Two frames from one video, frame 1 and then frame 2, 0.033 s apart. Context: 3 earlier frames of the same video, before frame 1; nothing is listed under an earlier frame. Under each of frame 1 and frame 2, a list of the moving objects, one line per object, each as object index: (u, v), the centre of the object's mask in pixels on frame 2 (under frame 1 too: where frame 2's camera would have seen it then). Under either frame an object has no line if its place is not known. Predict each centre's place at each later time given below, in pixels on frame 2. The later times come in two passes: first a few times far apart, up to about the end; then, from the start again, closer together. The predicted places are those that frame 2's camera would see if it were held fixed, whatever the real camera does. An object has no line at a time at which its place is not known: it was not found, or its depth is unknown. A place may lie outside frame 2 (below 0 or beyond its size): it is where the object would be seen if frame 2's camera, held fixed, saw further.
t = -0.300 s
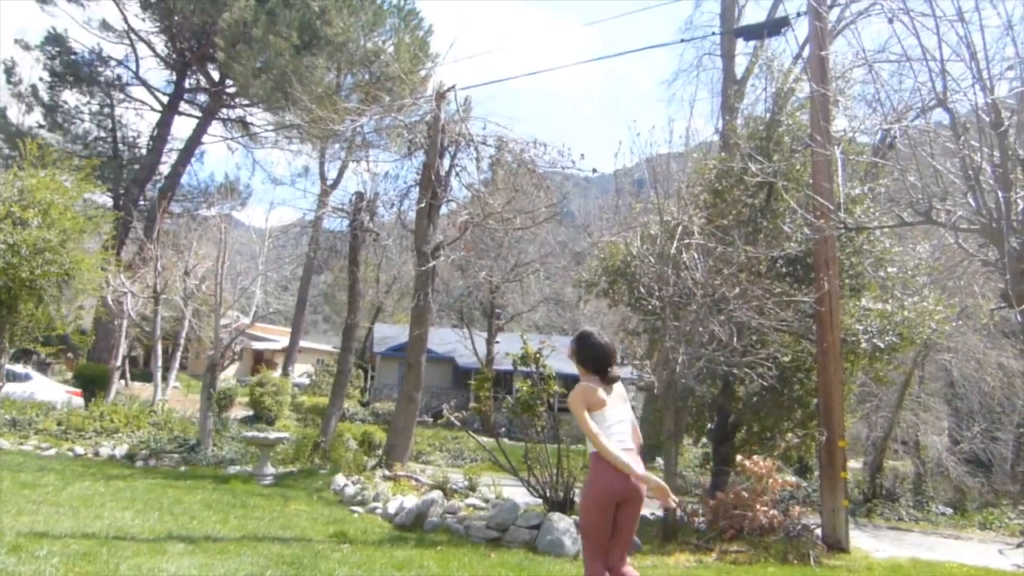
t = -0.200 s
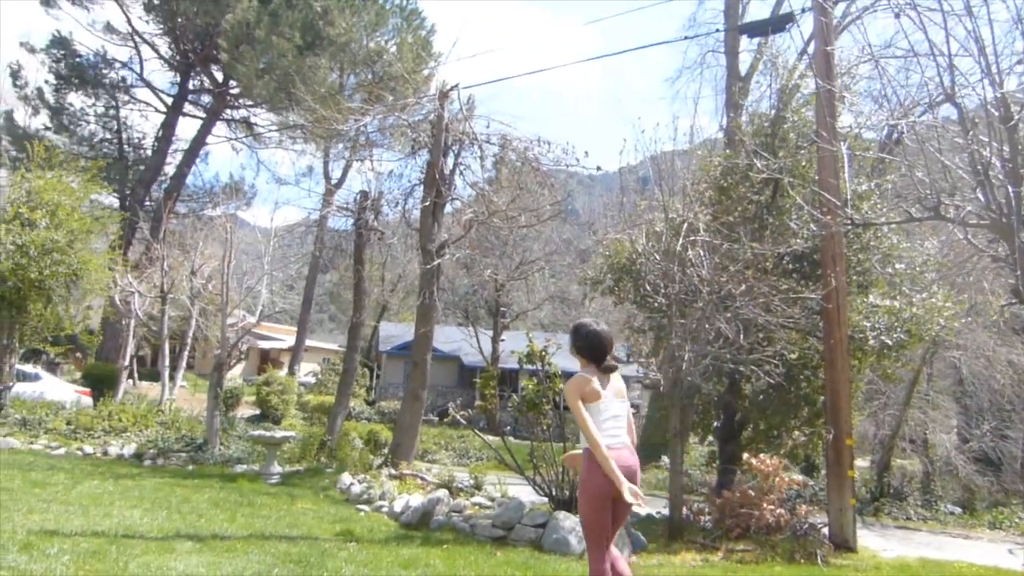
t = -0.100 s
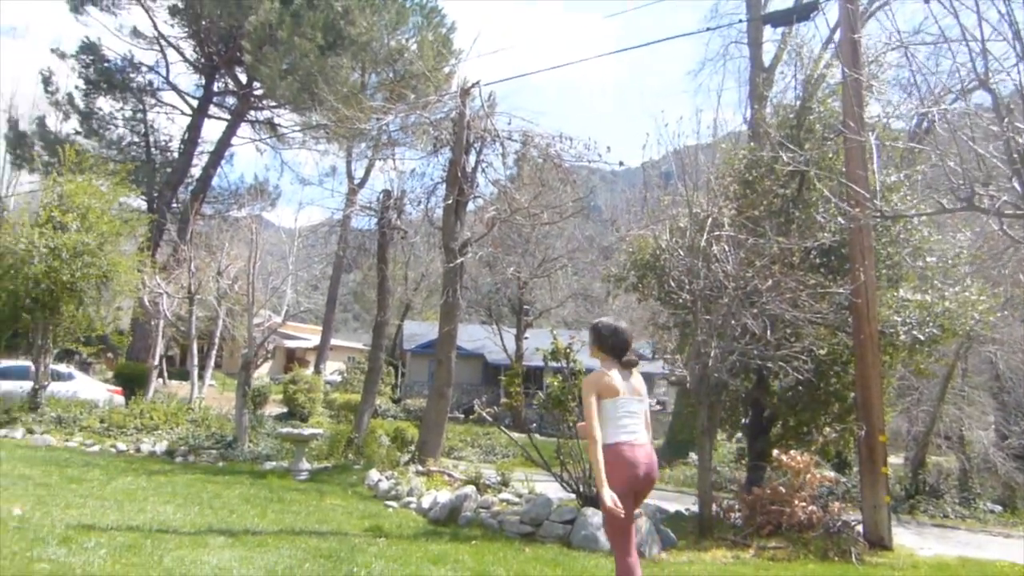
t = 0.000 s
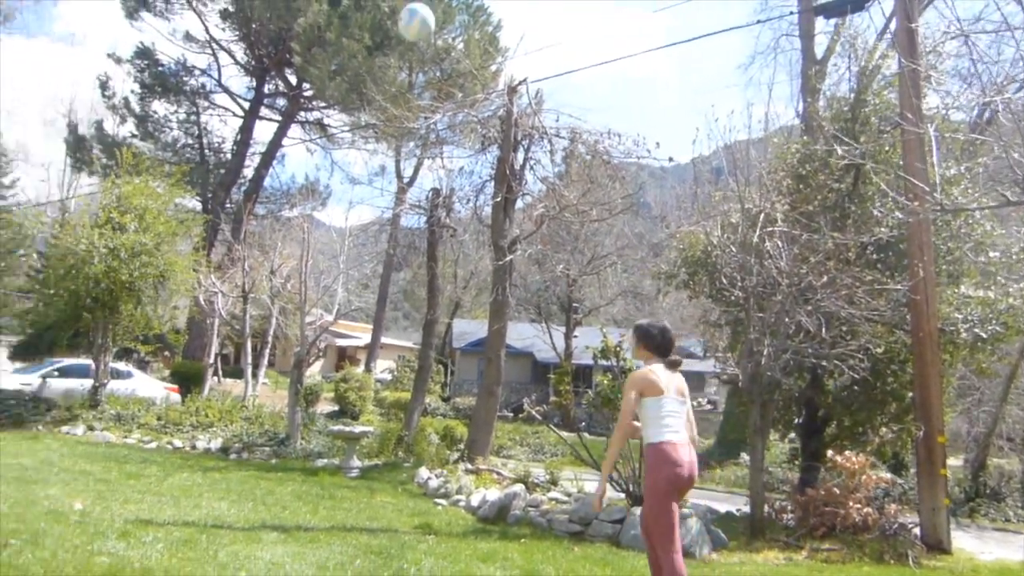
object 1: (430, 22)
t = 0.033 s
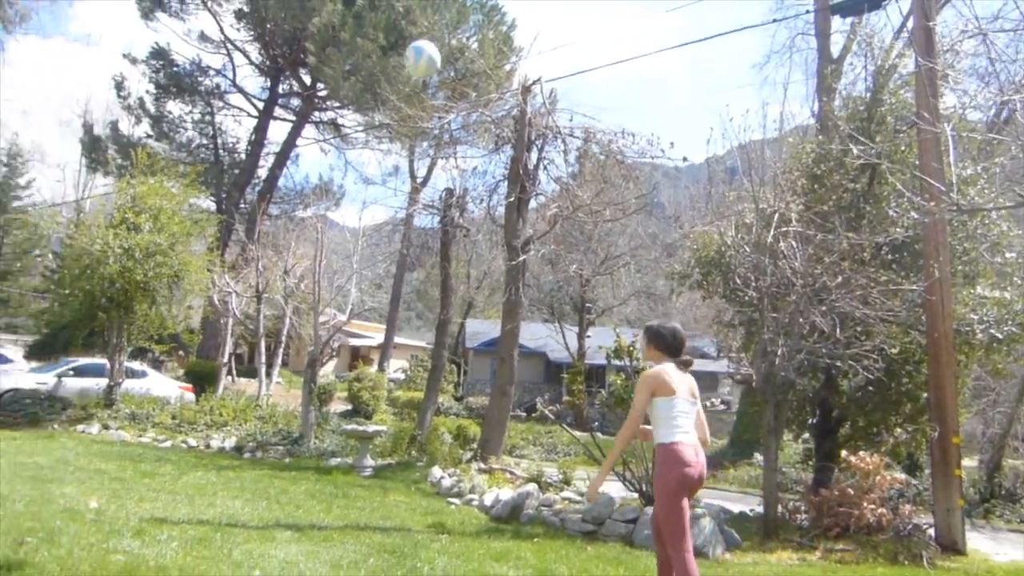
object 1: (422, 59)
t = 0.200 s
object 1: (376, 271)
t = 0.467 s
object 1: (323, 486)
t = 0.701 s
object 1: (338, 338)
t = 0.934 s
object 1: (348, 283)
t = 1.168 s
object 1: (349, 310)
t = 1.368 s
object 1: (345, 399)
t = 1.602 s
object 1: (340, 519)
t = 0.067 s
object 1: (414, 98)
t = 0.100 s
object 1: (405, 139)
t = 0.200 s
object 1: (376, 271)
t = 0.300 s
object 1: (343, 420)
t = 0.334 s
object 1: (333, 474)
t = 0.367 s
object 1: (321, 530)
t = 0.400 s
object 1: (316, 549)
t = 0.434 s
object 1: (319, 515)
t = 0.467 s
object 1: (323, 486)
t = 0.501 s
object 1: (325, 458)
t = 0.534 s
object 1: (328, 434)
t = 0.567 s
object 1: (331, 410)
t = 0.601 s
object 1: (333, 388)
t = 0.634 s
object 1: (335, 369)
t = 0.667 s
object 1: (337, 352)
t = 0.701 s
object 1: (338, 338)
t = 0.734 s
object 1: (342, 323)
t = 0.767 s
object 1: (342, 313)
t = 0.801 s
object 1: (344, 302)
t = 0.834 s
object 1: (345, 295)
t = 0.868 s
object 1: (346, 290)
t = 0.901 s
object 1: (347, 285)
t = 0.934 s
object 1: (348, 283)
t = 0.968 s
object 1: (348, 282)
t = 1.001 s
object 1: (349, 282)
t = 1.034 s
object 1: (349, 284)
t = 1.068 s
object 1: (349, 287)
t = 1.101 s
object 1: (350, 291)
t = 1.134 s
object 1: (350, 301)
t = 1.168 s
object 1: (349, 310)
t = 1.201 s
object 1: (349, 321)
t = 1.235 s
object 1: (348, 332)
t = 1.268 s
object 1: (347, 347)
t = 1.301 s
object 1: (346, 363)
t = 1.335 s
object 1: (346, 379)
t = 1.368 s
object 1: (345, 399)
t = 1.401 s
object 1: (344, 419)
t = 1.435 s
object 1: (344, 439)
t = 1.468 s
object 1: (341, 463)
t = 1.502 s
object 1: (339, 491)
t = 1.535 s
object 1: (337, 519)
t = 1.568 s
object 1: (336, 535)
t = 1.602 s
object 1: (340, 519)
